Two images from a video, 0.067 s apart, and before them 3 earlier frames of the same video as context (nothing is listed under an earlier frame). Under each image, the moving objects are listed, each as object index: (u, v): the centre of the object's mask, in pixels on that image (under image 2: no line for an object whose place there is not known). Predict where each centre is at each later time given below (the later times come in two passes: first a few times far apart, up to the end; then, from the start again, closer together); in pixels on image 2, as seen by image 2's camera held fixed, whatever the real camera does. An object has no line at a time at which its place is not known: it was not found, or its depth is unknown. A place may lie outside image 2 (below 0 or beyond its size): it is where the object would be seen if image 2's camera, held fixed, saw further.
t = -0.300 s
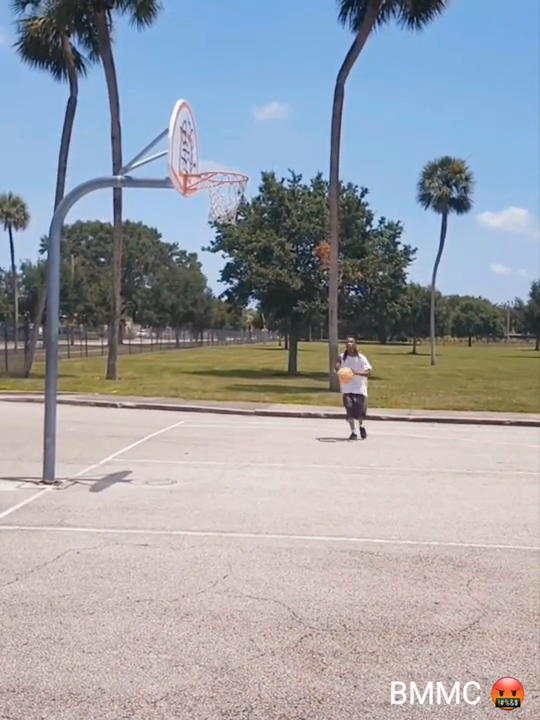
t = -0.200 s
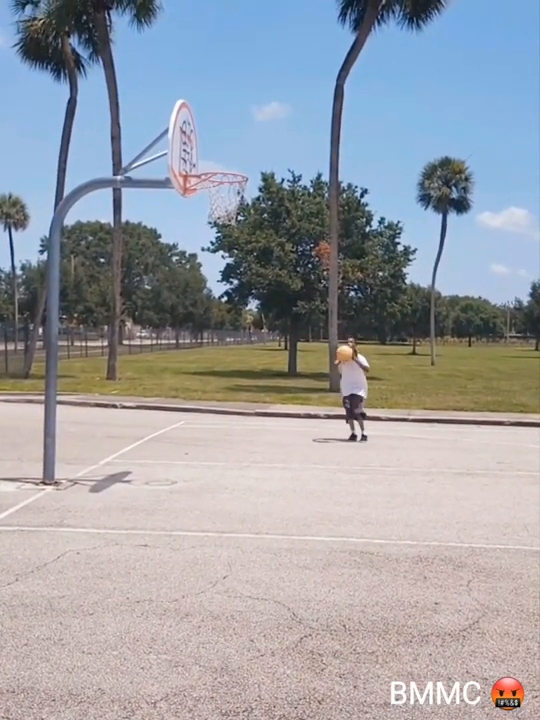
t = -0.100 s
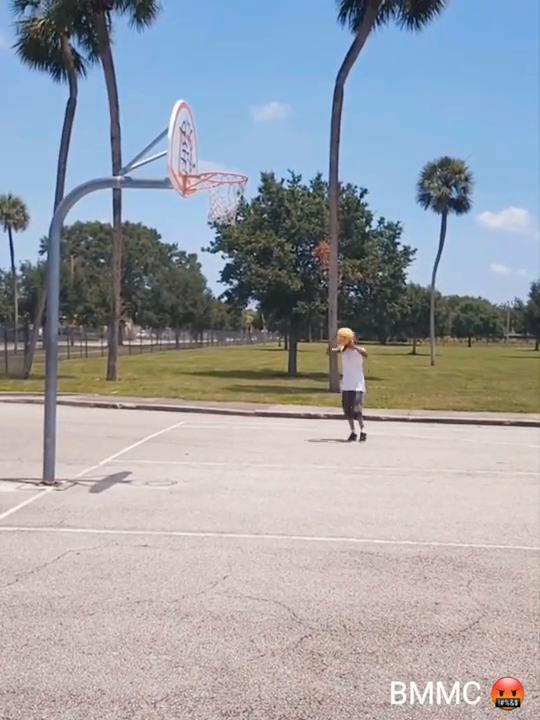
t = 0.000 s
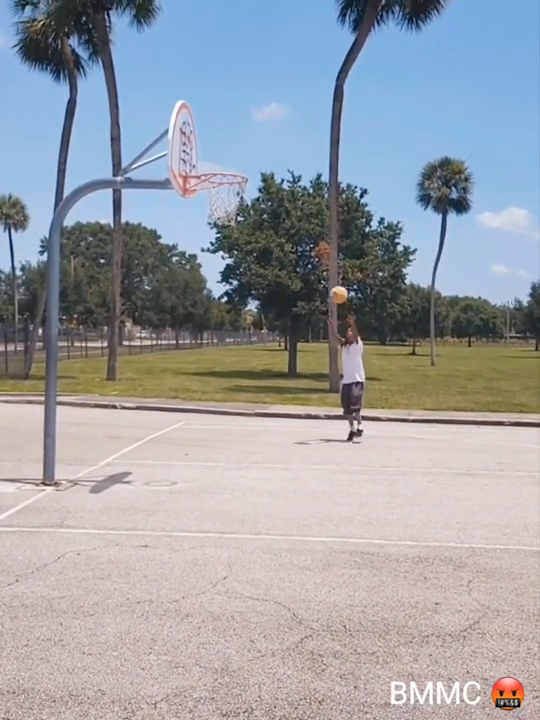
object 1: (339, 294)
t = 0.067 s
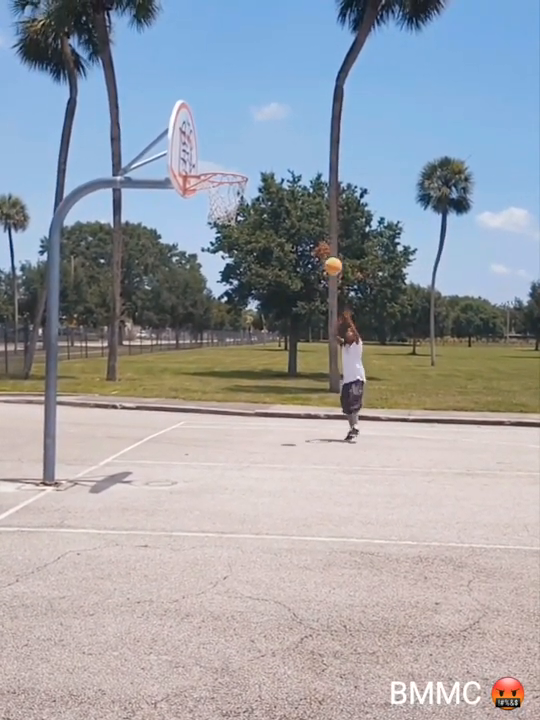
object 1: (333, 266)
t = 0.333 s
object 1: (308, 176)
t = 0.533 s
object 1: (286, 136)
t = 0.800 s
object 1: (252, 131)
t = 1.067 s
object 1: (221, 180)
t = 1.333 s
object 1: (212, 235)
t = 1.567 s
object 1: (193, 338)
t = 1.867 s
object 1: (174, 430)
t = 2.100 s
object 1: (168, 338)
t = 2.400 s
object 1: (158, 298)
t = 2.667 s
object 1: (150, 328)
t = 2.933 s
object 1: (141, 414)
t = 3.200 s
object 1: (134, 393)
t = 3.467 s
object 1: (128, 350)
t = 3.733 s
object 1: (120, 364)
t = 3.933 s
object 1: (115, 410)
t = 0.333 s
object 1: (308, 176)
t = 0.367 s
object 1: (304, 167)
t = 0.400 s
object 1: (301, 159)
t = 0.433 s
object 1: (297, 152)
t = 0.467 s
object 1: (294, 146)
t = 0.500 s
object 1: (290, 140)
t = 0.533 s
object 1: (286, 136)
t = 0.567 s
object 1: (282, 132)
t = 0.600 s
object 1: (278, 129)
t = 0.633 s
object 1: (274, 126)
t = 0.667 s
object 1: (270, 125)
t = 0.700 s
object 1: (265, 125)
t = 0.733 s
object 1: (261, 126)
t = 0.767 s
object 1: (256, 128)
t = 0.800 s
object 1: (252, 131)
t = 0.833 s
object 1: (247, 135)
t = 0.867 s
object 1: (242, 140)
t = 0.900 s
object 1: (237, 147)
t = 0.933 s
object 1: (231, 155)
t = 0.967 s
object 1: (226, 163)
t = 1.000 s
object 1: (222, 172)
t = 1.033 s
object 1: (221, 176)
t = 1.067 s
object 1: (221, 180)
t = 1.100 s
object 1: (224, 181)
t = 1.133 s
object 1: (227, 182)
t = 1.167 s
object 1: (226, 187)
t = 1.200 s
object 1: (222, 196)
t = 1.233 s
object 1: (219, 205)
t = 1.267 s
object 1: (217, 214)
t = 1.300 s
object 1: (214, 224)
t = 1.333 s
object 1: (212, 235)
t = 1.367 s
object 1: (209, 247)
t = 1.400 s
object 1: (206, 260)
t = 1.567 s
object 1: (193, 338)
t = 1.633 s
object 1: (187, 375)
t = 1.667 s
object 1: (186, 394)
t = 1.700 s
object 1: (183, 417)
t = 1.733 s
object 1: (180, 439)
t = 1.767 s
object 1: (178, 460)
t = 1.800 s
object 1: (177, 467)
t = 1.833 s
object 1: (175, 447)
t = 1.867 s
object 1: (174, 430)
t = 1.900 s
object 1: (173, 412)
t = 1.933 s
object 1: (172, 397)
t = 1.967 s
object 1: (172, 383)
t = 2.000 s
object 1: (171, 369)
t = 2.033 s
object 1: (170, 357)
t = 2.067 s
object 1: (169, 347)
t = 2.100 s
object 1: (168, 338)
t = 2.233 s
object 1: (164, 310)
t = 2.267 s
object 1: (163, 305)
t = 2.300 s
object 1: (161, 302)
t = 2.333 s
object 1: (160, 299)
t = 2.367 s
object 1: (159, 298)
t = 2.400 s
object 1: (158, 298)
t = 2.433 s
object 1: (157, 298)
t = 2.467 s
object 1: (156, 299)
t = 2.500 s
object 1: (155, 302)
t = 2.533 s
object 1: (154, 305)
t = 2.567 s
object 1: (153, 310)
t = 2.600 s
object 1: (152, 315)
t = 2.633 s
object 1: (151, 321)
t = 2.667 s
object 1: (150, 328)
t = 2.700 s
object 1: (149, 336)
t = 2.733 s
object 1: (148, 344)
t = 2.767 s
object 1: (147, 354)
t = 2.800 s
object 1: (146, 364)
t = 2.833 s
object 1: (145, 375)
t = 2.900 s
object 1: (142, 400)
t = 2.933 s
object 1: (141, 414)
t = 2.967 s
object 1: (140, 429)
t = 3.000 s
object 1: (139, 444)
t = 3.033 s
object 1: (137, 452)
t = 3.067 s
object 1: (137, 438)
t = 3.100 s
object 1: (136, 426)
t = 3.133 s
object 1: (136, 413)
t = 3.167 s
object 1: (135, 402)
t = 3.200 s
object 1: (134, 393)
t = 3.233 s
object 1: (134, 384)
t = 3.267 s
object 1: (133, 377)
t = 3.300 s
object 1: (132, 370)
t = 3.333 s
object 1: (131, 363)
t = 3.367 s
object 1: (130, 357)
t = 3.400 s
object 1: (129, 354)
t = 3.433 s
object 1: (129, 352)
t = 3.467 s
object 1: (128, 350)
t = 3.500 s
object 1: (127, 348)
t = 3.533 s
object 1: (126, 348)
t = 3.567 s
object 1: (126, 349)
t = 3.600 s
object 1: (125, 350)
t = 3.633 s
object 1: (124, 352)
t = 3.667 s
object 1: (122, 355)
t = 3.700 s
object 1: (121, 360)
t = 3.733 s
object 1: (120, 364)
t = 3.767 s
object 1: (120, 370)
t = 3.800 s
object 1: (119, 375)
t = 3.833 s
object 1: (119, 382)
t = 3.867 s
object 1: (117, 390)
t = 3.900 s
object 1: (116, 401)
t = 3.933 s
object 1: (115, 410)
